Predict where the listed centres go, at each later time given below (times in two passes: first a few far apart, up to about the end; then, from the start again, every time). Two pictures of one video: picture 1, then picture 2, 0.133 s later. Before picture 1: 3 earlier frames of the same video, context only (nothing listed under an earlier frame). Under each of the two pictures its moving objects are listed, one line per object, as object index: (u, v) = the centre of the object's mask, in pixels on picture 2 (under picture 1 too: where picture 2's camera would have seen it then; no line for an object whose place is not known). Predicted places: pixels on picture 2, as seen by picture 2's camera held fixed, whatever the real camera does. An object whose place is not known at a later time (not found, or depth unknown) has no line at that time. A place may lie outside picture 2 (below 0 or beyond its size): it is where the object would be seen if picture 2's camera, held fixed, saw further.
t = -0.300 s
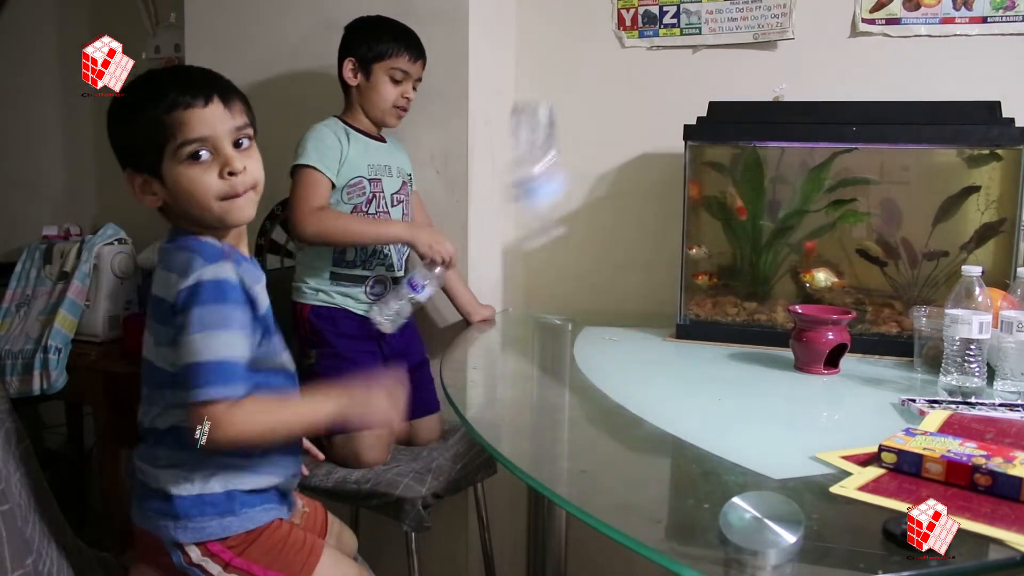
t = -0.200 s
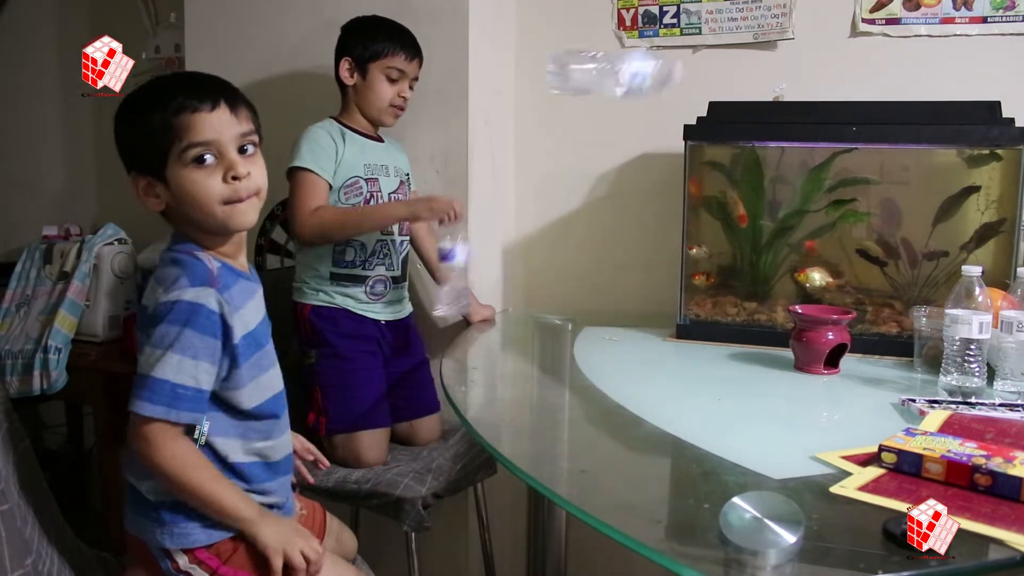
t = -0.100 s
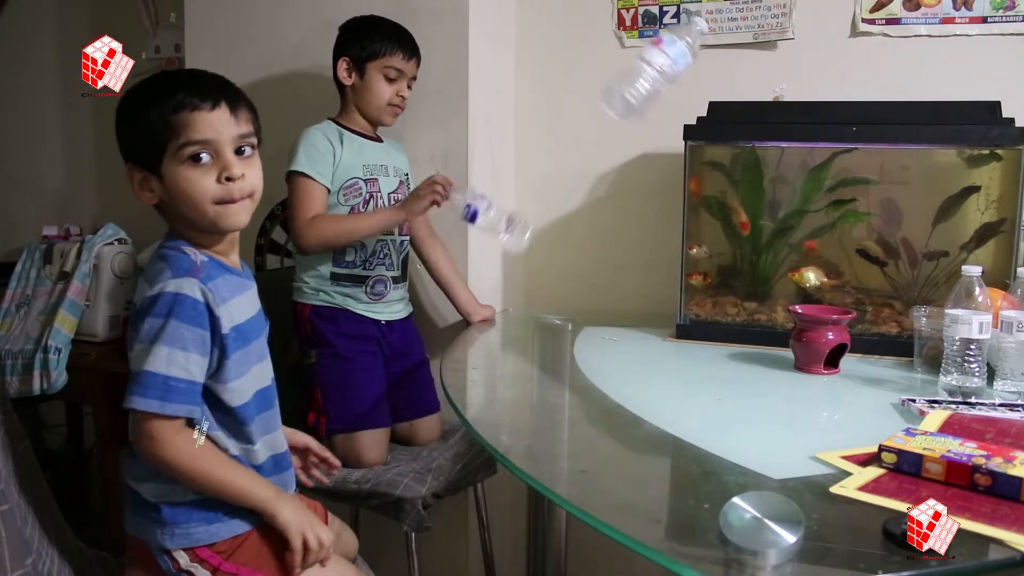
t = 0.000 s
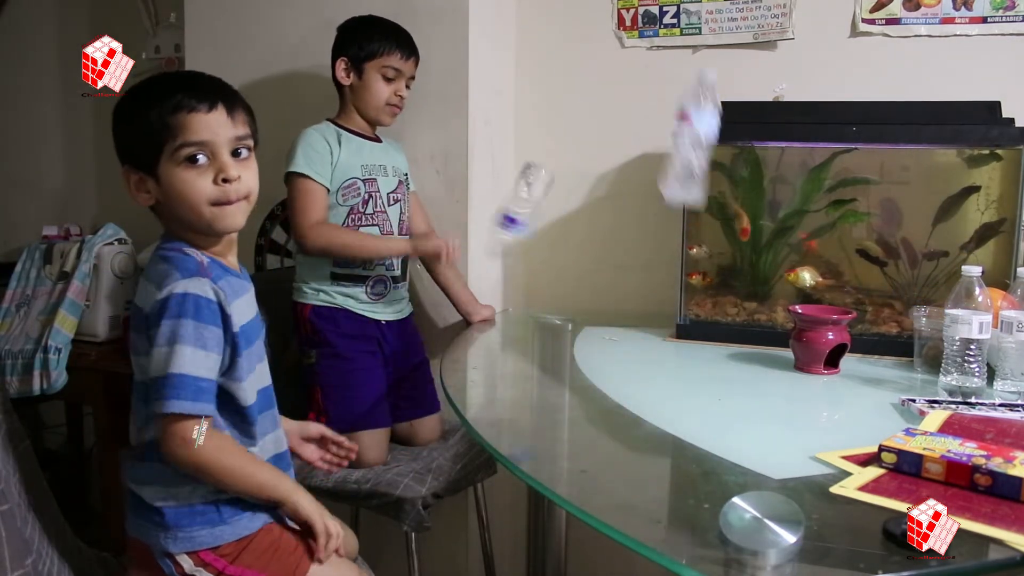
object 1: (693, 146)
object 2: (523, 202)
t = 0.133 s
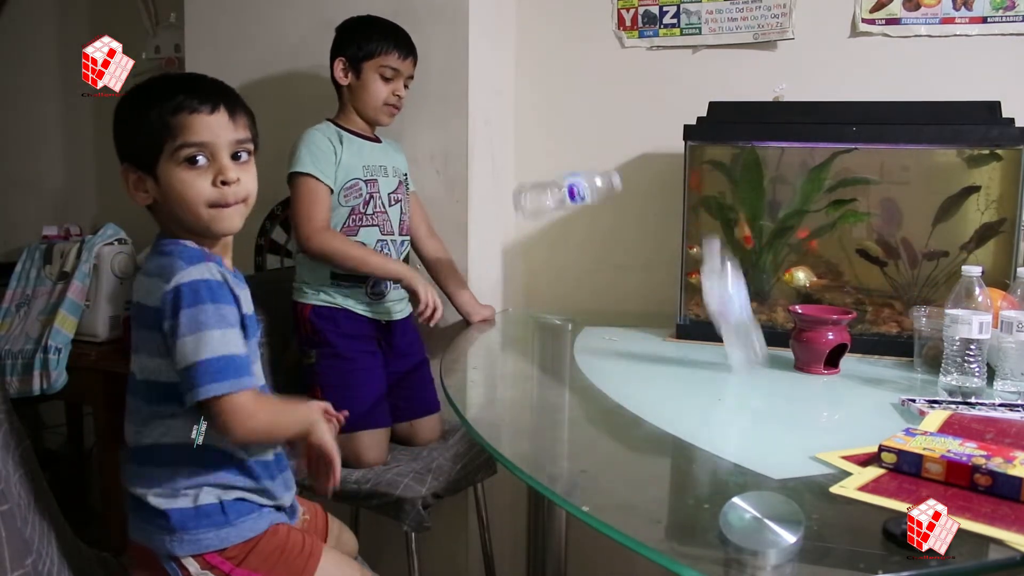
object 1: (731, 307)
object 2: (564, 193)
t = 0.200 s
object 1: (736, 352)
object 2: (551, 233)
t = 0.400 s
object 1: (732, 349)
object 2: (556, 299)
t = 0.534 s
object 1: (727, 348)
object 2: (557, 299)
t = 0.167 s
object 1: (731, 328)
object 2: (556, 205)
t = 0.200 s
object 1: (736, 352)
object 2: (551, 233)
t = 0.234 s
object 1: (739, 351)
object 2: (550, 252)
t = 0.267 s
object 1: (737, 351)
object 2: (549, 294)
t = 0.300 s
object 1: (735, 351)
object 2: (554, 298)
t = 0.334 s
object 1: (734, 350)
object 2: (556, 298)
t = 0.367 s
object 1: (733, 350)
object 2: (557, 299)
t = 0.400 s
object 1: (732, 349)
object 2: (556, 299)
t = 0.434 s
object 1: (731, 349)
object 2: (557, 299)
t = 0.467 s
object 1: (729, 349)
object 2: (557, 299)
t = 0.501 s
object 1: (728, 348)
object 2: (557, 299)
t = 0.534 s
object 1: (727, 348)
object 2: (557, 299)
